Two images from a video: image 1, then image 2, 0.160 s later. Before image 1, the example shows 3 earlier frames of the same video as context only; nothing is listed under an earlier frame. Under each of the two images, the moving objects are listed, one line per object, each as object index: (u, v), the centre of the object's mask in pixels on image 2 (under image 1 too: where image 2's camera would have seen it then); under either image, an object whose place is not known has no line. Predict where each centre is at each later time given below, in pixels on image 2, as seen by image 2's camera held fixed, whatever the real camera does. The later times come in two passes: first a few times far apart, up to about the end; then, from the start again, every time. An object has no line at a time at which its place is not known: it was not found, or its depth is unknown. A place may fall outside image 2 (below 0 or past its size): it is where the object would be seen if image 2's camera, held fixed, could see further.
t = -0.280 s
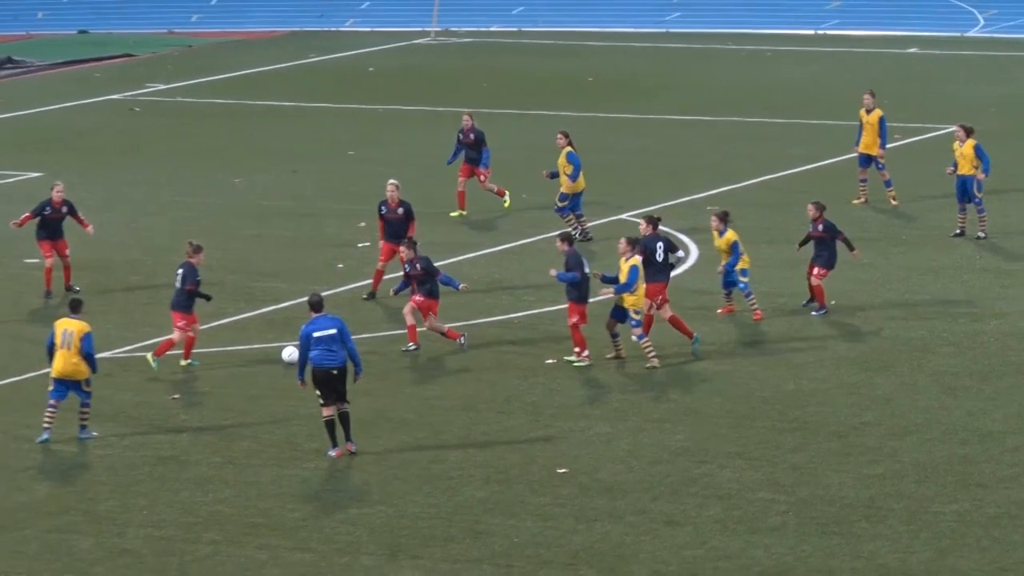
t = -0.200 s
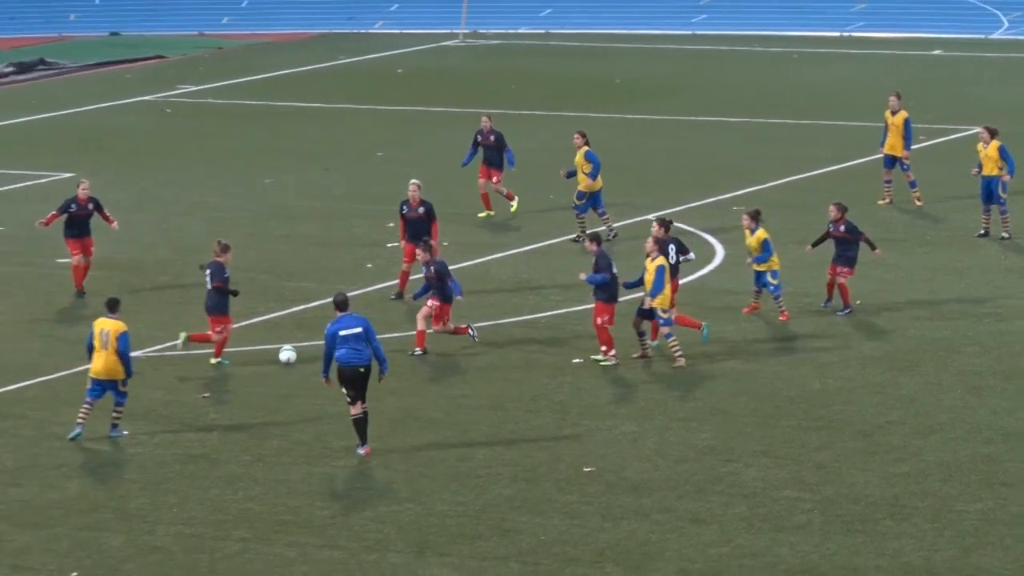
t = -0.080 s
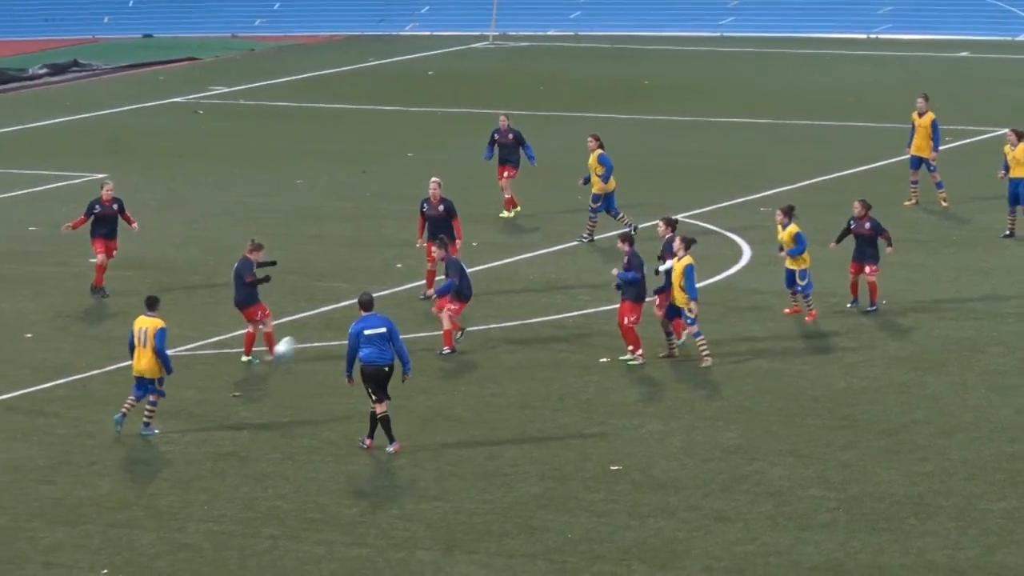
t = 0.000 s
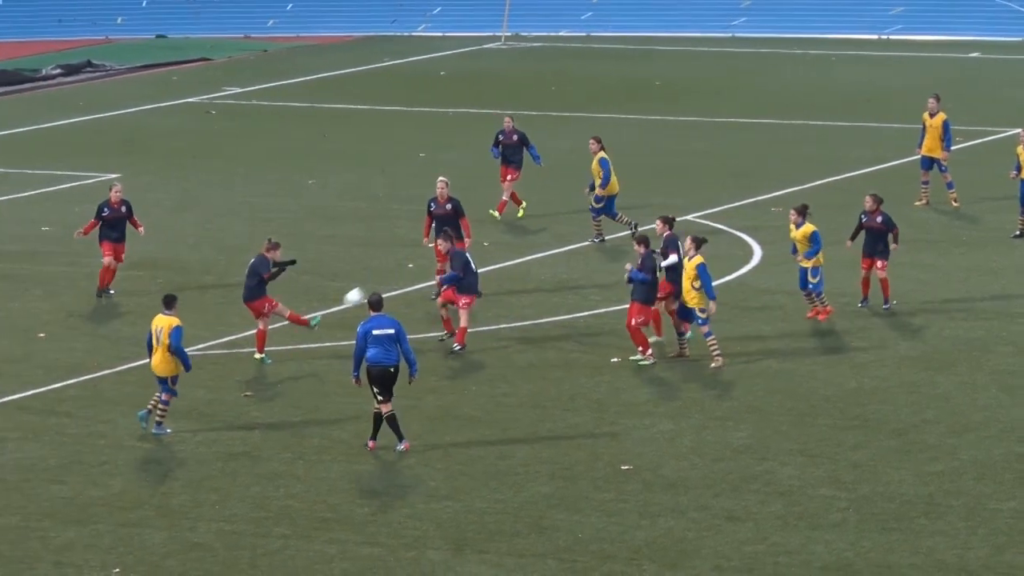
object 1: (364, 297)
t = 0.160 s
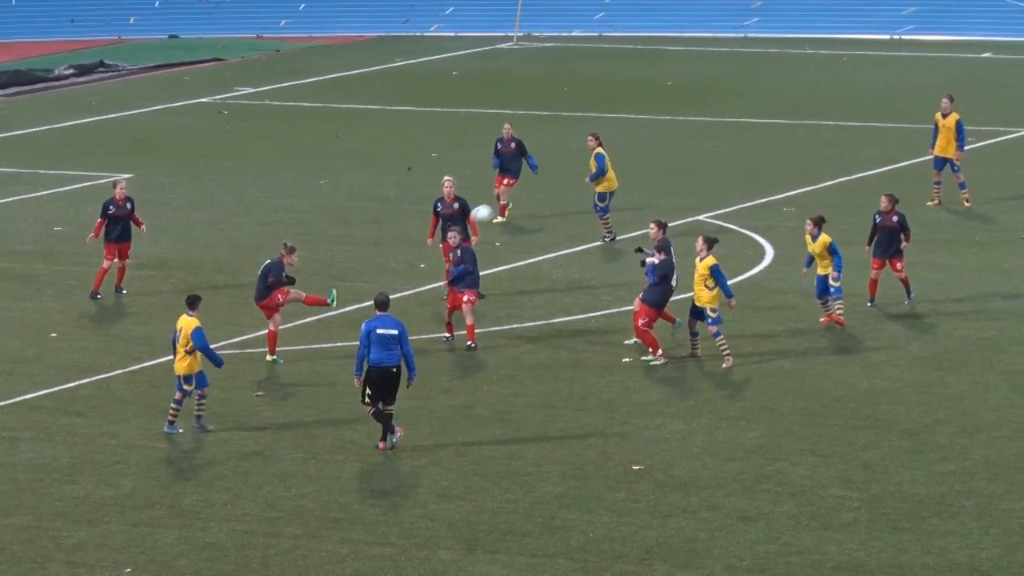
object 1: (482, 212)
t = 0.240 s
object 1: (541, 178)
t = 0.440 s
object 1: (685, 112)
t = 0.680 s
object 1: (850, 75)
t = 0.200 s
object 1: (511, 195)
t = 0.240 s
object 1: (541, 178)
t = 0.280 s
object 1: (571, 163)
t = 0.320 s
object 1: (599, 149)
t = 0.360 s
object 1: (629, 135)
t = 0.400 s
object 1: (656, 124)
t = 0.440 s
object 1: (685, 112)
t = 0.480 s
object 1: (712, 103)
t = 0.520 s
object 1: (740, 95)
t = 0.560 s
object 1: (766, 88)
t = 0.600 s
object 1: (794, 83)
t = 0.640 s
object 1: (822, 78)
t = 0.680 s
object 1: (850, 75)
